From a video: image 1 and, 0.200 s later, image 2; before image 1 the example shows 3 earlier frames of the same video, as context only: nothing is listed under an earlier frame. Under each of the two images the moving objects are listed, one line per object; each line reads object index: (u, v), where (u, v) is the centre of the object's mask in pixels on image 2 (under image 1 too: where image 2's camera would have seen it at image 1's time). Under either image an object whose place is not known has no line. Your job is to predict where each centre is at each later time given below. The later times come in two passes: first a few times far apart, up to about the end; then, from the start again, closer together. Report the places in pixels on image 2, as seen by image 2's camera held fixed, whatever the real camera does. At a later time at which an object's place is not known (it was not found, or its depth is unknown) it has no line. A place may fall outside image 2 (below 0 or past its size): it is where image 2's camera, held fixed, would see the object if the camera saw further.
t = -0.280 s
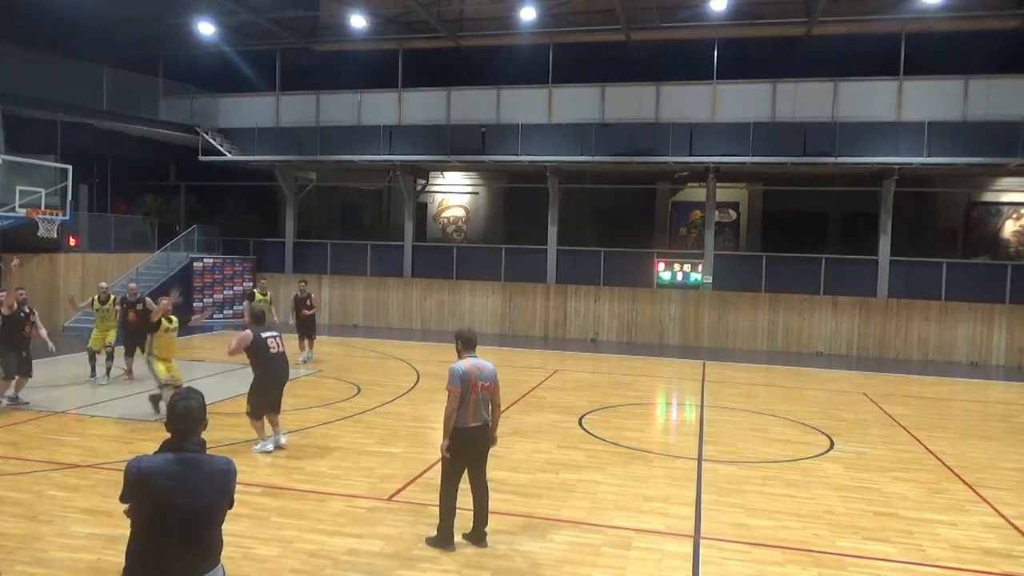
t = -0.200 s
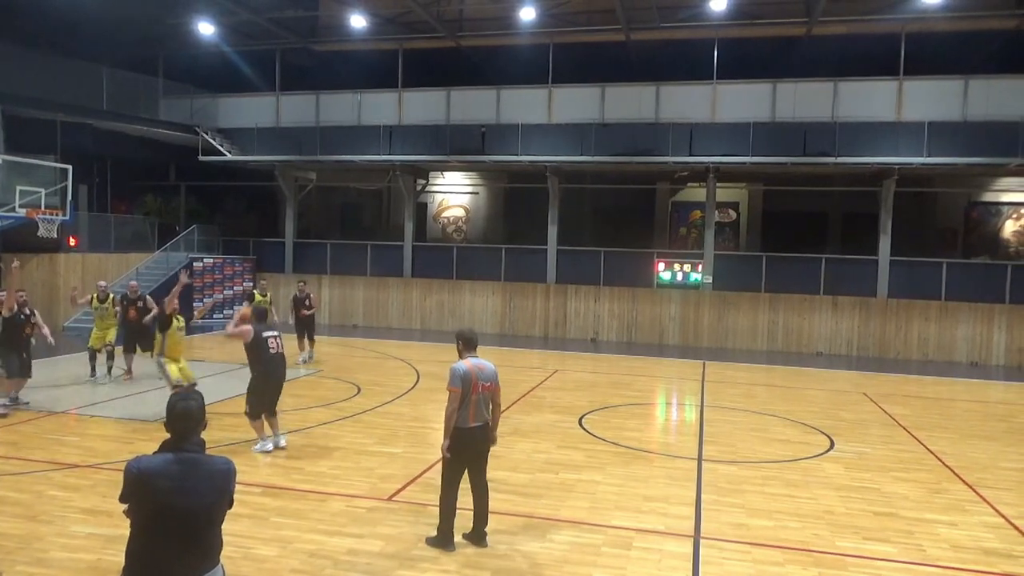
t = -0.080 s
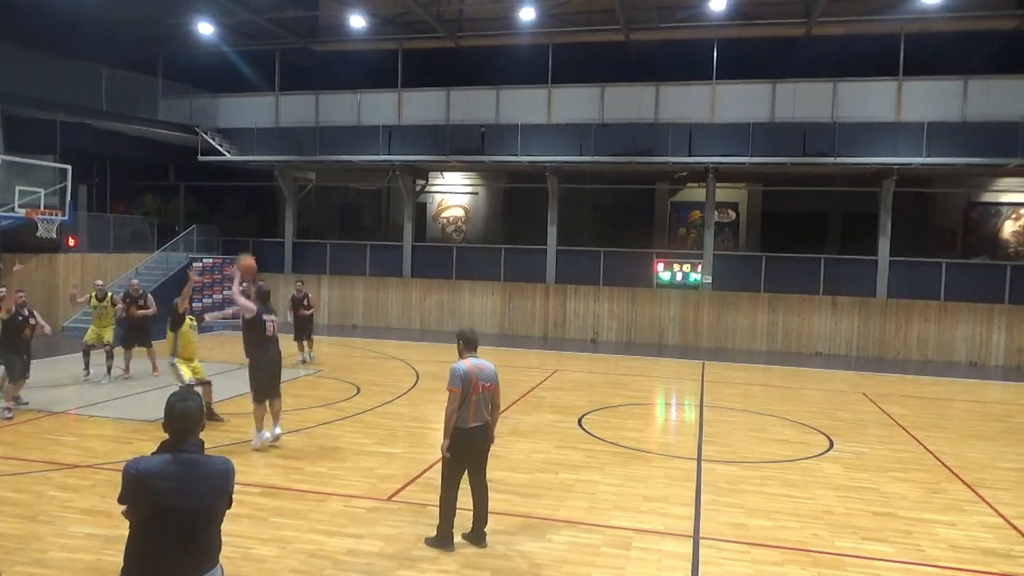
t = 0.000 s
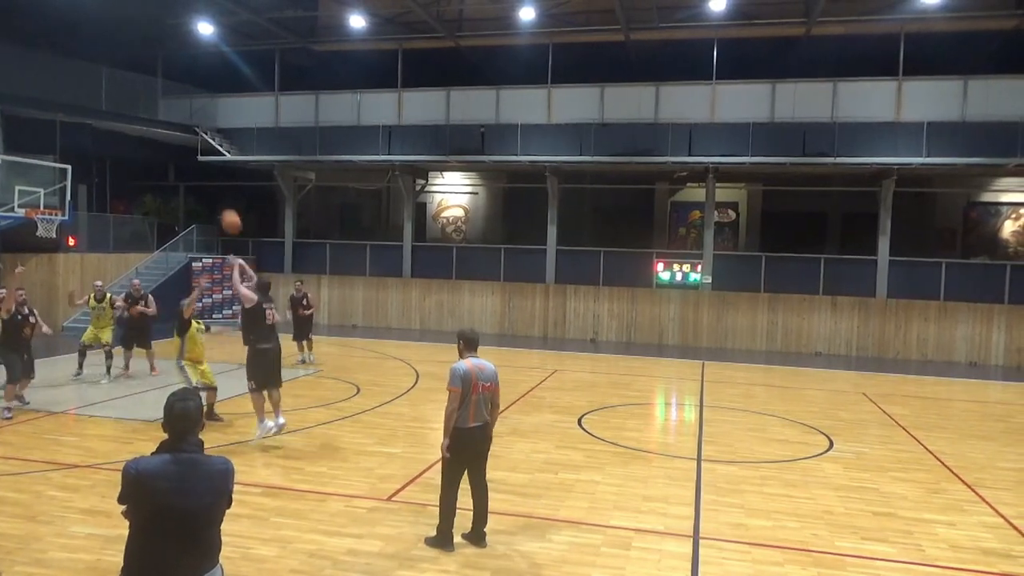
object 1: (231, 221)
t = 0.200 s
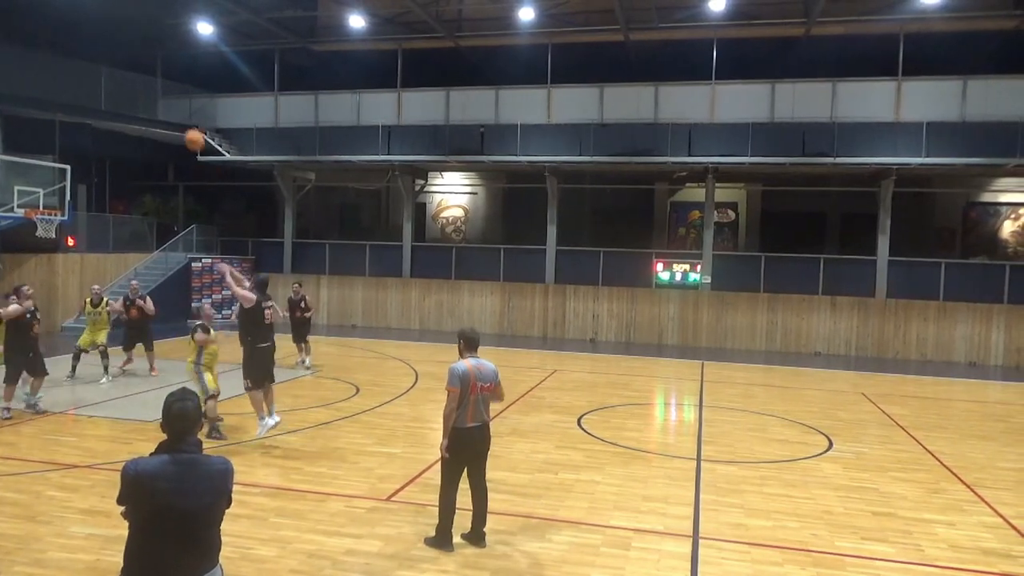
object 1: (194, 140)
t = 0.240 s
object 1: (186, 127)
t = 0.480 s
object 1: (150, 84)
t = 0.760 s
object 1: (113, 83)
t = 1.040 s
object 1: (82, 126)
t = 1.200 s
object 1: (66, 166)
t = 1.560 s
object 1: (10, 176)
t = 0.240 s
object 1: (186, 127)
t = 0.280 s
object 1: (180, 117)
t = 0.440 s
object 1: (156, 88)
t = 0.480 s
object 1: (150, 84)
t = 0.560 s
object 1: (139, 79)
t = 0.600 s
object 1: (133, 78)
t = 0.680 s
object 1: (123, 78)
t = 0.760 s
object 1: (113, 83)
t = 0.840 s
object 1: (103, 91)
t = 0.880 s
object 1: (99, 96)
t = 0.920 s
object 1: (94, 103)
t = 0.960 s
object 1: (90, 110)
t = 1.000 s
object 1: (86, 118)
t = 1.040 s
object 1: (82, 126)
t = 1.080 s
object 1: (77, 136)
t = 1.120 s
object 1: (73, 145)
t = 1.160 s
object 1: (69, 156)
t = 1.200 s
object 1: (66, 166)
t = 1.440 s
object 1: (30, 187)
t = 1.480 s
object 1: (21, 184)
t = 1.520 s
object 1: (11, 179)
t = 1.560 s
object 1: (10, 176)
